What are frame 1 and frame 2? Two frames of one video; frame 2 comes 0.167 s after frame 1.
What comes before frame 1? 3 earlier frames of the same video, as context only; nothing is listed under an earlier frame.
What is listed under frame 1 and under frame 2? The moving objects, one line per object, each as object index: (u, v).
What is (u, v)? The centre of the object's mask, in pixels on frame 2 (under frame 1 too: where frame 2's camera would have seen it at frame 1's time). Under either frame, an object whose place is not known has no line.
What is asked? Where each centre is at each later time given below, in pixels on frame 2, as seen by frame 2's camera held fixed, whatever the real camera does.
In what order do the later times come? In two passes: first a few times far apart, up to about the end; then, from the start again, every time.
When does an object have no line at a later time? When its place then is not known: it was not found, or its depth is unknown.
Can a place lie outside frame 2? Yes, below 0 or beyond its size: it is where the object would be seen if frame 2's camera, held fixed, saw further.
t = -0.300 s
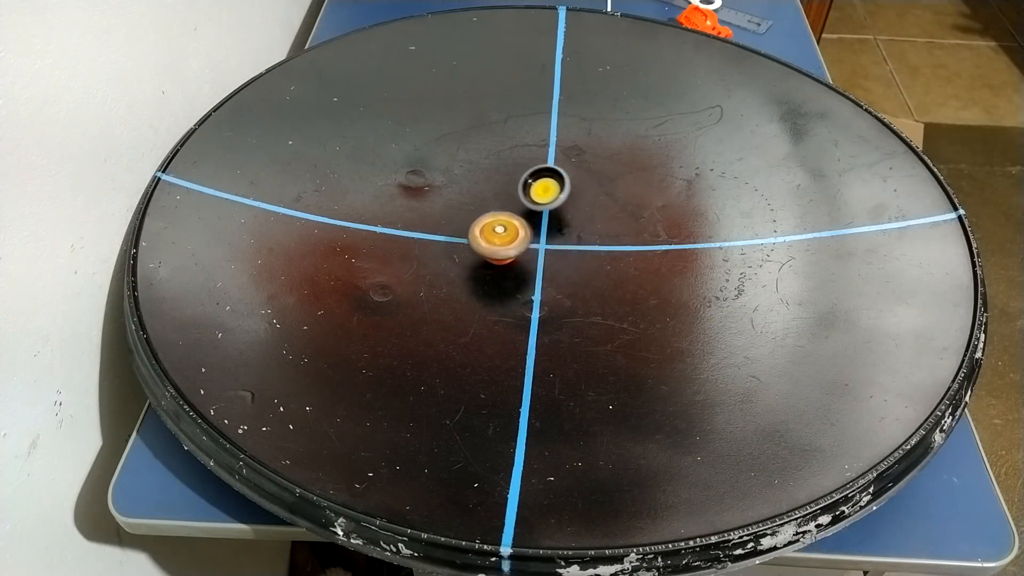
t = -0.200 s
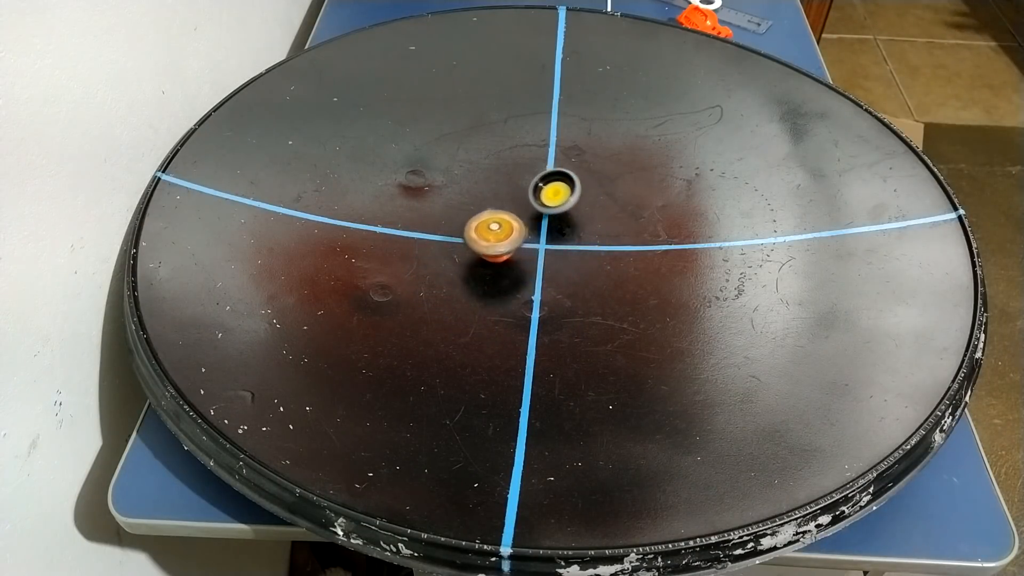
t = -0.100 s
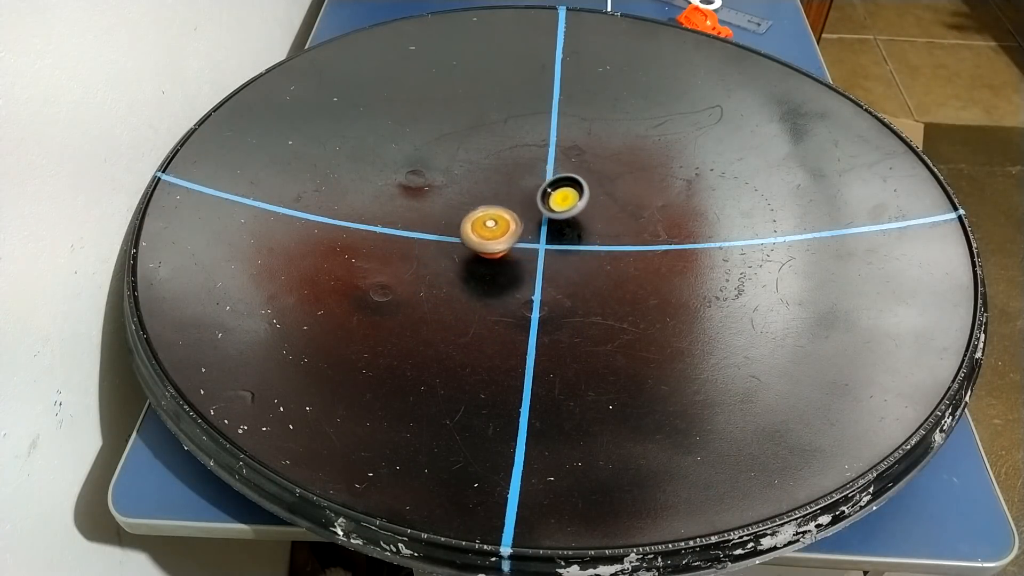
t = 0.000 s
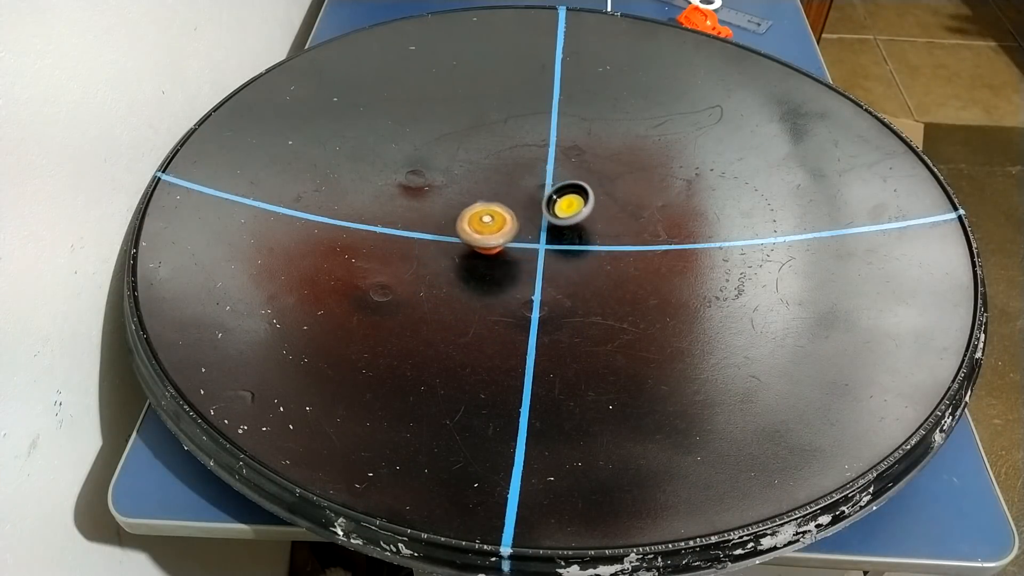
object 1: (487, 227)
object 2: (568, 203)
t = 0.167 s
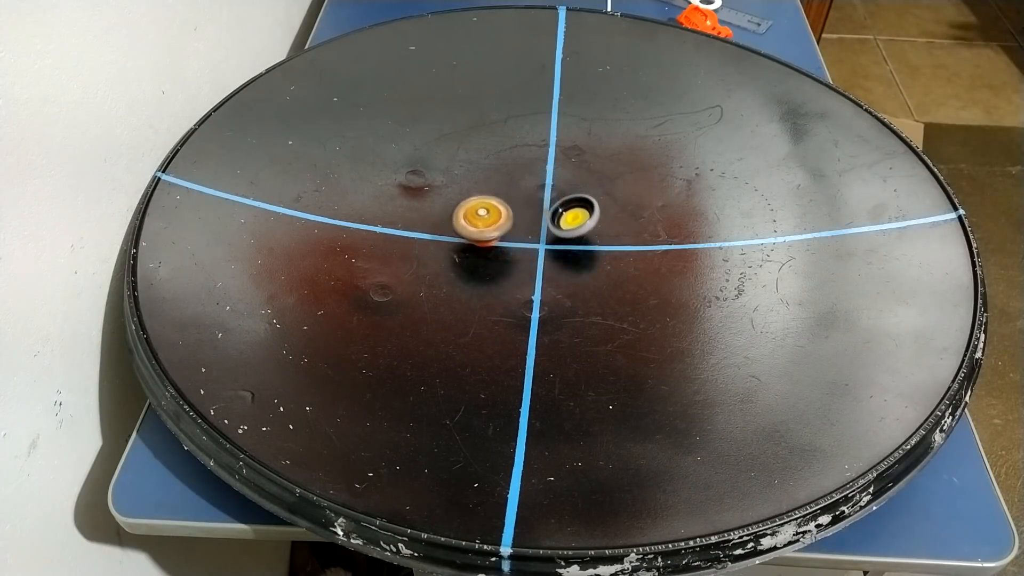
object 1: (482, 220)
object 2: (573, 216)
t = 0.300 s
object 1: (479, 214)
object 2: (574, 227)
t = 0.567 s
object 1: (479, 206)
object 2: (569, 252)
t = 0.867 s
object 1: (486, 205)
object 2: (540, 267)
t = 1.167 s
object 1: (502, 208)
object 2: (498, 276)
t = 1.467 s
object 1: (520, 213)
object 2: (439, 265)
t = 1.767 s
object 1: (530, 218)
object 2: (398, 238)
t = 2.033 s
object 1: (529, 221)
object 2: (385, 210)
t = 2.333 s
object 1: (513, 224)
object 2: (393, 182)
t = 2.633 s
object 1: (497, 229)
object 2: (425, 167)
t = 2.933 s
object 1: (483, 234)
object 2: (437, 172)
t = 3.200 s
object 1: (479, 234)
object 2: (456, 182)
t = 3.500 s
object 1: (482, 234)
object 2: (474, 193)
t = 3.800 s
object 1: (493, 258)
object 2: (493, 209)
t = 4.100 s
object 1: (518, 266)
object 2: (495, 219)
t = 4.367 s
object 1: (536, 252)
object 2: (492, 223)
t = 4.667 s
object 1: (559, 248)
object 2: (473, 214)
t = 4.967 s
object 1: (569, 234)
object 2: (467, 209)
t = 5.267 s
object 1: (539, 215)
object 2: (466, 205)
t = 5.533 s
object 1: (508, 220)
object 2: (463, 195)
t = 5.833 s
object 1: (506, 244)
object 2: (475, 195)
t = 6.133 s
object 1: (510, 252)
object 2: (488, 201)
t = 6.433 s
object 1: (509, 248)
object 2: (500, 205)
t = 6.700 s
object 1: (504, 254)
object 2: (504, 211)
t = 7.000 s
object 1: (496, 260)
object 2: (502, 218)
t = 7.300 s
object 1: (465, 278)
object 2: (510, 204)
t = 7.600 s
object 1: (447, 277)
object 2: (504, 202)
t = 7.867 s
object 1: (454, 246)
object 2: (500, 201)
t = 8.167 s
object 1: (404, 205)
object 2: (543, 199)
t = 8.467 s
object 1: (318, 200)
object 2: (566, 205)
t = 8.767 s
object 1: (331, 223)
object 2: (565, 214)
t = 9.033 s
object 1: (424, 237)
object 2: (553, 224)
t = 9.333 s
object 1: (500, 205)
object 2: (589, 230)
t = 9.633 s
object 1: (526, 163)
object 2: (584, 227)
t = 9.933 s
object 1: (551, 157)
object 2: (578, 221)
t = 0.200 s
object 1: (482, 218)
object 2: (574, 219)
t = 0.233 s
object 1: (481, 217)
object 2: (574, 222)
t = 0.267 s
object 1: (480, 215)
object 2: (574, 224)
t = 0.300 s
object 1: (479, 214)
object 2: (574, 227)
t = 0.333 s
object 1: (479, 213)
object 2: (574, 229)
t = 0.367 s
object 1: (478, 212)
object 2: (575, 232)
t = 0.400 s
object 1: (478, 210)
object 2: (575, 236)
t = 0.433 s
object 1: (478, 209)
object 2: (574, 239)
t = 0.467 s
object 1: (478, 208)
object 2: (573, 243)
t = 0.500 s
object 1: (478, 207)
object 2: (572, 246)
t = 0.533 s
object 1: (478, 207)
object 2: (570, 249)
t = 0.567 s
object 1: (479, 206)
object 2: (569, 252)
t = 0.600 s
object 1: (479, 206)
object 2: (566, 254)
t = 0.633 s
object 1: (480, 205)
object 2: (564, 256)
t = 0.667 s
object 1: (481, 205)
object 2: (561, 258)
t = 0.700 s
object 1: (482, 205)
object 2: (558, 260)
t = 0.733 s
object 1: (482, 205)
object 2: (554, 262)
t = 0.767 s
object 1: (484, 205)
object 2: (551, 263)
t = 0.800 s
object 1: (484, 205)
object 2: (547, 265)
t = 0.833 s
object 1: (485, 205)
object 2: (544, 266)
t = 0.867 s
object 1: (486, 205)
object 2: (540, 267)
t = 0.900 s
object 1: (487, 205)
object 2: (535, 269)
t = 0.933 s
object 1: (489, 205)
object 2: (531, 270)
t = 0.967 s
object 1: (491, 205)
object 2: (527, 271)
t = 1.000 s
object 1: (492, 205)
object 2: (524, 272)
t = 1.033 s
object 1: (494, 206)
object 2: (520, 273)
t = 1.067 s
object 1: (496, 206)
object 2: (515, 275)
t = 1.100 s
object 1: (498, 207)
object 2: (510, 275)
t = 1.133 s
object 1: (500, 207)
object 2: (505, 276)
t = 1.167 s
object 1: (502, 208)
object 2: (498, 276)
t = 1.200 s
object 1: (504, 208)
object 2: (492, 276)
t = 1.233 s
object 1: (506, 209)
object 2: (485, 276)
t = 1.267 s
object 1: (509, 209)
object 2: (478, 275)
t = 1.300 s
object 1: (510, 210)
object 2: (471, 274)
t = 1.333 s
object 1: (512, 210)
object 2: (464, 272)
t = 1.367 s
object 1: (514, 211)
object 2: (458, 270)
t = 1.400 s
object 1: (516, 212)
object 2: (451, 269)
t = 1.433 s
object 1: (518, 212)
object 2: (445, 267)
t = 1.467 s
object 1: (520, 213)
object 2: (439, 265)
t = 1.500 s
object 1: (521, 214)
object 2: (434, 263)
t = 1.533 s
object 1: (522, 215)
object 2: (428, 260)
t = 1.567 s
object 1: (525, 215)
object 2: (424, 258)
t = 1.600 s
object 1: (525, 215)
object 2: (419, 255)
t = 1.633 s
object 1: (527, 216)
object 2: (414, 252)
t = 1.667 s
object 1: (527, 217)
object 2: (410, 249)
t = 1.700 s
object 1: (528, 217)
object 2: (406, 245)
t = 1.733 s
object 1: (529, 217)
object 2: (402, 241)
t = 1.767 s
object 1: (530, 218)
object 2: (398, 238)
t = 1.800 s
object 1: (530, 218)
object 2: (395, 234)
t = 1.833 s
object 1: (530, 219)
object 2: (393, 231)
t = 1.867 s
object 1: (531, 219)
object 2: (391, 227)
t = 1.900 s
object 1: (530, 220)
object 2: (389, 224)
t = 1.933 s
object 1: (531, 220)
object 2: (388, 220)
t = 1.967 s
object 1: (530, 220)
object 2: (386, 216)
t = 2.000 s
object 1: (529, 221)
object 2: (385, 213)
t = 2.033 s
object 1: (529, 221)
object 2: (385, 210)
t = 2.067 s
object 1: (528, 222)
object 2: (384, 207)
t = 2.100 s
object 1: (526, 222)
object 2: (385, 203)
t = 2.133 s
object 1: (525, 223)
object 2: (385, 200)
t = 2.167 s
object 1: (524, 222)
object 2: (385, 197)
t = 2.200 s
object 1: (522, 223)
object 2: (386, 194)
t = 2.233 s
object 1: (520, 223)
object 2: (388, 191)
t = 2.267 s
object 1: (519, 223)
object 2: (389, 188)
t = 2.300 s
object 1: (517, 223)
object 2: (391, 185)
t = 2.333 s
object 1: (513, 224)
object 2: (393, 182)
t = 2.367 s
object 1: (513, 225)
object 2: (396, 179)
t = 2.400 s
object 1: (512, 225)
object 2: (399, 177)
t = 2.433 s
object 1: (508, 226)
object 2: (403, 175)
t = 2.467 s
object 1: (507, 226)
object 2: (407, 172)
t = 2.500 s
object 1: (506, 227)
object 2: (412, 170)
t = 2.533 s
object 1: (503, 227)
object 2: (417, 168)
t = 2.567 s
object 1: (501, 228)
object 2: (421, 167)
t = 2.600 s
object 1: (500, 229)
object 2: (423, 167)
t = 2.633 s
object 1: (497, 229)
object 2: (425, 167)
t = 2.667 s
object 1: (495, 230)
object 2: (426, 168)
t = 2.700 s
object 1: (494, 231)
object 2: (428, 169)
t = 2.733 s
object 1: (491, 231)
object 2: (429, 169)
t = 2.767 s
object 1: (490, 232)
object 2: (431, 169)
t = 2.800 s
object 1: (488, 232)
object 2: (432, 170)
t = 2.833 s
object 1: (487, 233)
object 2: (433, 170)
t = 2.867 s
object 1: (486, 233)
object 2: (434, 171)
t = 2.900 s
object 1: (484, 234)
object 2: (436, 171)
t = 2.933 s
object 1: (483, 234)
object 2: (437, 172)
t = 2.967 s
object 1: (483, 235)
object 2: (439, 173)
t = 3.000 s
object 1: (482, 235)
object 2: (441, 173)
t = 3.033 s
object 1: (481, 235)
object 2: (443, 174)
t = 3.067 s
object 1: (481, 235)
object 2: (445, 176)
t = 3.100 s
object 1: (480, 235)
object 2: (448, 177)
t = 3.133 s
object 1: (480, 235)
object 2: (450, 178)
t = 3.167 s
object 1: (479, 234)
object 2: (453, 180)
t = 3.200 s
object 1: (479, 234)
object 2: (456, 182)
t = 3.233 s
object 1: (480, 234)
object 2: (458, 183)
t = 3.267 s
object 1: (479, 233)
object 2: (459, 185)
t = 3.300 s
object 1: (479, 232)
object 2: (462, 187)
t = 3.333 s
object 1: (480, 231)
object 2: (464, 188)
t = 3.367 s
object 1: (480, 230)
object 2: (466, 189)
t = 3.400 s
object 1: (480, 229)
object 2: (468, 190)
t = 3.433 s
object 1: (481, 231)
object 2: (470, 190)
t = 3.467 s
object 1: (482, 233)
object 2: (472, 192)
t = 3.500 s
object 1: (482, 234)
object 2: (474, 193)
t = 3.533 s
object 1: (483, 237)
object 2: (476, 195)
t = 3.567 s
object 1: (484, 238)
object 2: (478, 197)
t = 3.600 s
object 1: (485, 240)
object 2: (481, 198)
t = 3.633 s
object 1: (487, 242)
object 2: (483, 200)
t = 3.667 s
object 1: (488, 245)
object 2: (485, 203)
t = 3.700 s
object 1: (489, 247)
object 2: (487, 205)
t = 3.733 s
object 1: (490, 252)
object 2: (491, 206)
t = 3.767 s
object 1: (492, 255)
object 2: (493, 208)
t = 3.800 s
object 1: (493, 258)
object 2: (493, 209)
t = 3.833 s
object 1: (496, 261)
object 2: (493, 210)
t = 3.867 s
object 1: (498, 263)
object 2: (494, 211)
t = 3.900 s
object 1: (500, 265)
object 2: (494, 212)
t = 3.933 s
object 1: (503, 266)
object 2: (494, 214)
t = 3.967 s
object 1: (505, 267)
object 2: (494, 215)
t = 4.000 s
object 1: (508, 268)
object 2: (494, 216)
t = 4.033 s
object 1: (512, 268)
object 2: (494, 217)
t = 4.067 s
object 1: (515, 267)
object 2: (495, 218)
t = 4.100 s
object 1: (518, 266)
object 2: (495, 219)
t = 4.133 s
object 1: (522, 264)
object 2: (495, 220)
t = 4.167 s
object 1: (524, 263)
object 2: (495, 221)
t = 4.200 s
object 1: (527, 262)
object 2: (495, 222)
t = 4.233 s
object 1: (529, 259)
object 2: (495, 222)
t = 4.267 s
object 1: (531, 257)
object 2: (494, 224)
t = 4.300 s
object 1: (532, 254)
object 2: (494, 224)
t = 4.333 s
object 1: (535, 253)
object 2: (493, 223)
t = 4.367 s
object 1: (536, 252)
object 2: (492, 223)
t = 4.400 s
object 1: (537, 251)
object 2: (491, 223)
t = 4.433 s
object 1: (539, 249)
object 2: (491, 222)
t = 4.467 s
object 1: (538, 247)
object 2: (490, 223)
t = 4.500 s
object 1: (538, 245)
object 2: (489, 223)
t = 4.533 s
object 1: (543, 245)
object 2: (485, 220)
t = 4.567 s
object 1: (548, 247)
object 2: (481, 217)
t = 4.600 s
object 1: (551, 247)
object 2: (478, 216)
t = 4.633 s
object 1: (556, 248)
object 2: (475, 215)
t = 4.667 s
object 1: (559, 248)
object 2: (473, 214)
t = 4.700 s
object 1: (562, 247)
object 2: (472, 214)
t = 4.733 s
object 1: (564, 246)
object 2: (471, 213)
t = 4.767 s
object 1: (567, 245)
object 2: (470, 213)
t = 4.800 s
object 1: (568, 244)
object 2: (469, 212)
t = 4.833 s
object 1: (569, 242)
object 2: (469, 212)
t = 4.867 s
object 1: (570, 240)
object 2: (468, 211)
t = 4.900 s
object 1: (570, 238)
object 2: (468, 210)
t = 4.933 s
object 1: (570, 236)
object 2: (467, 210)
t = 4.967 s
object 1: (569, 234)
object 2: (467, 209)
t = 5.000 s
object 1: (567, 232)
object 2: (466, 208)
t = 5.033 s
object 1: (565, 229)
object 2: (466, 208)
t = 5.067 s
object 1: (563, 227)
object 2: (466, 207)
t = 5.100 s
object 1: (560, 225)
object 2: (465, 206)
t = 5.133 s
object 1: (556, 222)
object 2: (465, 206)
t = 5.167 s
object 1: (553, 220)
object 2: (465, 206)
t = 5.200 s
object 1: (549, 218)
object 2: (465, 205)
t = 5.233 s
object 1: (544, 217)
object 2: (465, 205)
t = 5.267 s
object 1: (539, 215)
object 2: (466, 205)
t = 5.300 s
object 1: (534, 214)
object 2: (466, 204)
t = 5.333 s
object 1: (529, 212)
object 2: (466, 204)
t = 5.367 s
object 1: (524, 212)
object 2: (466, 204)
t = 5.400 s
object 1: (518, 211)
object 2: (465, 203)
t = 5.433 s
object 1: (513, 211)
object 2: (464, 202)
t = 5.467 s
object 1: (510, 214)
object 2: (461, 200)
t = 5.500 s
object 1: (509, 217)
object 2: (462, 197)
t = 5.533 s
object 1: (508, 220)
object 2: (463, 195)
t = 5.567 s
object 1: (507, 223)
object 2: (465, 193)
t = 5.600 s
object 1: (507, 226)
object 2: (467, 192)
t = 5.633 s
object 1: (506, 229)
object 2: (469, 192)
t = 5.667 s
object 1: (506, 232)
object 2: (471, 193)
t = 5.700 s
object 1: (505, 235)
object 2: (472, 193)
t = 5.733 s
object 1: (505, 237)
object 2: (472, 194)
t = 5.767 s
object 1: (505, 240)
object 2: (473, 194)
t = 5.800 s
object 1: (505, 242)
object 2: (474, 195)
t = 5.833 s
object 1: (506, 244)
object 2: (475, 195)
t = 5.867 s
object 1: (506, 246)
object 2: (476, 196)
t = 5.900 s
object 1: (506, 248)
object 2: (477, 196)
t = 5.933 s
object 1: (507, 249)
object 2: (479, 197)
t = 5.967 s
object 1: (507, 251)
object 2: (480, 197)
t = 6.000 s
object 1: (507, 252)
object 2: (482, 198)
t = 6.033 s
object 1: (508, 252)
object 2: (483, 198)
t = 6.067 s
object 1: (510, 252)
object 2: (485, 199)
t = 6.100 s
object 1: (510, 252)
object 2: (487, 200)
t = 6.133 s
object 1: (510, 252)
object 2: (488, 201)
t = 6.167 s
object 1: (511, 252)
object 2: (490, 202)
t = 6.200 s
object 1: (511, 251)
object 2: (491, 203)
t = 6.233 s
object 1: (511, 250)
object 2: (493, 204)
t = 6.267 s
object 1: (511, 250)
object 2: (494, 205)
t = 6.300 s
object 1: (511, 248)
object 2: (496, 205)
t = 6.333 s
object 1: (510, 247)
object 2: (497, 206)
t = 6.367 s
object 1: (510, 246)
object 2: (498, 206)
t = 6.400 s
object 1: (510, 247)
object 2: (499, 205)
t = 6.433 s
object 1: (509, 248)
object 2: (500, 205)
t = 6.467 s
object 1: (509, 249)
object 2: (501, 206)
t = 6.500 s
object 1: (509, 250)
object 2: (501, 207)
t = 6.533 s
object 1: (508, 251)
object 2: (502, 208)
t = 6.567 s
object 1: (508, 252)
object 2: (502, 209)
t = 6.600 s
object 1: (506, 252)
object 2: (503, 210)
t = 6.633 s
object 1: (505, 252)
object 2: (503, 211)
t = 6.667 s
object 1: (505, 252)
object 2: (504, 211)
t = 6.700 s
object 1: (504, 254)
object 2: (504, 211)
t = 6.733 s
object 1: (503, 255)
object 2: (504, 212)
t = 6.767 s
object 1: (502, 257)
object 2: (504, 213)
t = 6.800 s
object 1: (501, 258)
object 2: (504, 214)
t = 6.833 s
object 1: (500, 259)
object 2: (504, 215)
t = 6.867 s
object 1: (499, 260)
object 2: (504, 215)
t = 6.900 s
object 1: (498, 261)
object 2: (504, 216)
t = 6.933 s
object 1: (498, 261)
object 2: (503, 217)
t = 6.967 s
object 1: (497, 260)
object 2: (503, 217)
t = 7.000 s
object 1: (496, 260)
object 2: (502, 218)
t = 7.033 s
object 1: (495, 259)
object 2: (502, 218)
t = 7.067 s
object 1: (494, 258)
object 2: (501, 218)
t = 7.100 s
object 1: (491, 261)
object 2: (504, 215)
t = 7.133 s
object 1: (485, 265)
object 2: (508, 209)
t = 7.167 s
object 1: (481, 268)
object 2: (511, 207)
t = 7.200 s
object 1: (477, 272)
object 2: (512, 205)
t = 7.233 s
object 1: (472, 274)
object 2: (511, 204)
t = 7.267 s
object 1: (469, 276)
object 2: (511, 204)
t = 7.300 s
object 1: (465, 278)
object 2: (510, 204)
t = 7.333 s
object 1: (462, 280)
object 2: (510, 203)
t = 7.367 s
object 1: (459, 281)
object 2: (509, 203)
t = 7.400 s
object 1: (457, 282)
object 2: (508, 203)
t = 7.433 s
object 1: (454, 282)
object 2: (507, 203)
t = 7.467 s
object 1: (451, 282)
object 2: (506, 203)
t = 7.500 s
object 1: (451, 282)
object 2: (505, 202)
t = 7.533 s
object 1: (448, 280)
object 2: (505, 202)
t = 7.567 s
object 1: (448, 279)
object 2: (504, 202)
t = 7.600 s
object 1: (447, 277)
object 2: (504, 202)
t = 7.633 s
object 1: (447, 274)
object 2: (503, 202)
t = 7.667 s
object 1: (447, 271)
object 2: (503, 202)
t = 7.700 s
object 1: (448, 268)
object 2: (502, 201)
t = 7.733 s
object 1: (448, 265)
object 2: (502, 201)
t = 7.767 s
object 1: (450, 260)
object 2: (501, 201)
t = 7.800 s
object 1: (451, 256)
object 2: (501, 201)
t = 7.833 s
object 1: (452, 251)
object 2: (501, 201)
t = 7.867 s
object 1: (454, 246)
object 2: (500, 201)
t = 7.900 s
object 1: (455, 242)
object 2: (500, 201)
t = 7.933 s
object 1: (456, 237)
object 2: (500, 201)
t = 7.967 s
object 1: (457, 232)
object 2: (500, 201)
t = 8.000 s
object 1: (458, 227)
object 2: (501, 200)
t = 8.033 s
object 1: (459, 219)
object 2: (502, 200)
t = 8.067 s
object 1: (453, 214)
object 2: (506, 200)
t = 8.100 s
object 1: (434, 211)
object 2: (516, 200)
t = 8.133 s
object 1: (417, 208)
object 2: (531, 199)
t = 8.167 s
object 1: (404, 205)
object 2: (543, 199)
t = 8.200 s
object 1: (390, 203)
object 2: (552, 199)
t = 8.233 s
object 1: (378, 201)
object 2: (558, 200)
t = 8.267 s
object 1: (366, 200)
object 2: (563, 201)
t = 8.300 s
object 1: (355, 199)
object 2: (565, 202)
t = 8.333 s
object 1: (346, 198)
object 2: (565, 203)
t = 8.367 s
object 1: (338, 198)
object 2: (565, 203)
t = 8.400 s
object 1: (330, 198)
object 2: (566, 203)
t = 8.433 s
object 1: (323, 198)
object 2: (566, 204)
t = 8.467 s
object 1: (318, 200)
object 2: (566, 205)
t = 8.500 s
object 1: (314, 202)
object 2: (566, 206)
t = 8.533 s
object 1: (311, 203)
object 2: (566, 206)
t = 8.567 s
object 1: (309, 205)
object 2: (566, 207)
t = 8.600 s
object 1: (309, 208)
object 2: (567, 208)
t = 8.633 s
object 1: (311, 210)
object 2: (566, 209)
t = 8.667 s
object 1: (314, 213)
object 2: (566, 210)
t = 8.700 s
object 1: (317, 216)
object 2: (565, 211)
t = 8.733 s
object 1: (324, 219)
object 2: (566, 212)
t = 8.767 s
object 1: (331, 223)
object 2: (565, 214)
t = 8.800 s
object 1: (339, 226)
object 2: (564, 215)
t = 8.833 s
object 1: (349, 228)
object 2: (563, 217)
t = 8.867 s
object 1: (360, 231)
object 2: (562, 218)
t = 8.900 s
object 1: (371, 233)
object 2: (561, 220)
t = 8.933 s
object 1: (384, 235)
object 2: (559, 221)
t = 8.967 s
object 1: (397, 236)
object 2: (557, 223)
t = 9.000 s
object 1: (410, 237)
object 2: (555, 223)
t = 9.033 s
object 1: (424, 237)
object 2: (553, 224)
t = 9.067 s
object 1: (438, 237)
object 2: (551, 224)
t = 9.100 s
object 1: (452, 235)
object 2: (550, 223)
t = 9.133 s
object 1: (467, 234)
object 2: (548, 223)
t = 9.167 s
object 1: (481, 231)
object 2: (546, 223)
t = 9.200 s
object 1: (488, 226)
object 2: (553, 223)
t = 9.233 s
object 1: (489, 221)
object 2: (568, 226)
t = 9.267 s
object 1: (492, 215)
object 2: (578, 227)
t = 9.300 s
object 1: (496, 211)
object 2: (586, 229)
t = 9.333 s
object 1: (500, 205)
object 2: (589, 230)
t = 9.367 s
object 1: (504, 199)
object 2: (589, 230)
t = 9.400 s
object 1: (507, 195)
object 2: (589, 230)
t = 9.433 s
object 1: (510, 190)
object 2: (588, 229)
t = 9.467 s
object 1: (513, 185)
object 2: (587, 229)
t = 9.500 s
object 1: (516, 180)
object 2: (587, 229)
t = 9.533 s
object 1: (518, 176)
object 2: (586, 228)
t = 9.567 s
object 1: (521, 171)
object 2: (586, 228)
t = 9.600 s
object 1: (524, 167)
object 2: (585, 227)
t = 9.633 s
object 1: (526, 163)
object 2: (584, 227)
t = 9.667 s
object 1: (529, 160)
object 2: (583, 226)
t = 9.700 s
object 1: (532, 157)
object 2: (583, 225)
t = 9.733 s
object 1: (535, 155)
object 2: (582, 225)
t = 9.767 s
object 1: (537, 153)
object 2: (582, 224)
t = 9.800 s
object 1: (540, 152)
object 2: (581, 223)
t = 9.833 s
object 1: (544, 152)
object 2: (580, 223)
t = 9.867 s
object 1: (545, 153)
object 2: (578, 222)
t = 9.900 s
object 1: (548, 154)
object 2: (578, 221)
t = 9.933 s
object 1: (551, 157)
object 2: (578, 221)
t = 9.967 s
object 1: (552, 159)
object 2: (577, 220)
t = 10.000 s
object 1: (553, 163)
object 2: (577, 220)
